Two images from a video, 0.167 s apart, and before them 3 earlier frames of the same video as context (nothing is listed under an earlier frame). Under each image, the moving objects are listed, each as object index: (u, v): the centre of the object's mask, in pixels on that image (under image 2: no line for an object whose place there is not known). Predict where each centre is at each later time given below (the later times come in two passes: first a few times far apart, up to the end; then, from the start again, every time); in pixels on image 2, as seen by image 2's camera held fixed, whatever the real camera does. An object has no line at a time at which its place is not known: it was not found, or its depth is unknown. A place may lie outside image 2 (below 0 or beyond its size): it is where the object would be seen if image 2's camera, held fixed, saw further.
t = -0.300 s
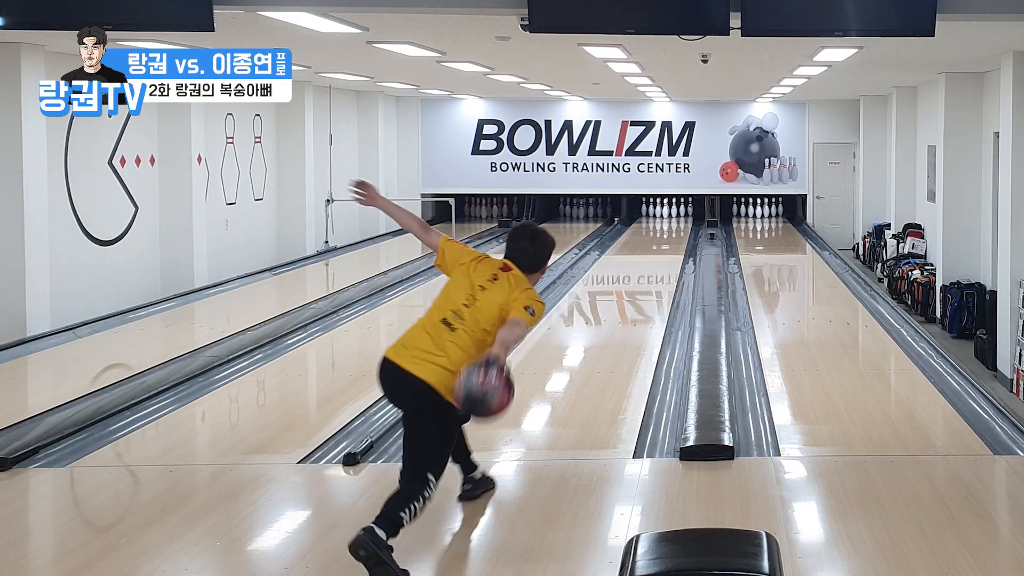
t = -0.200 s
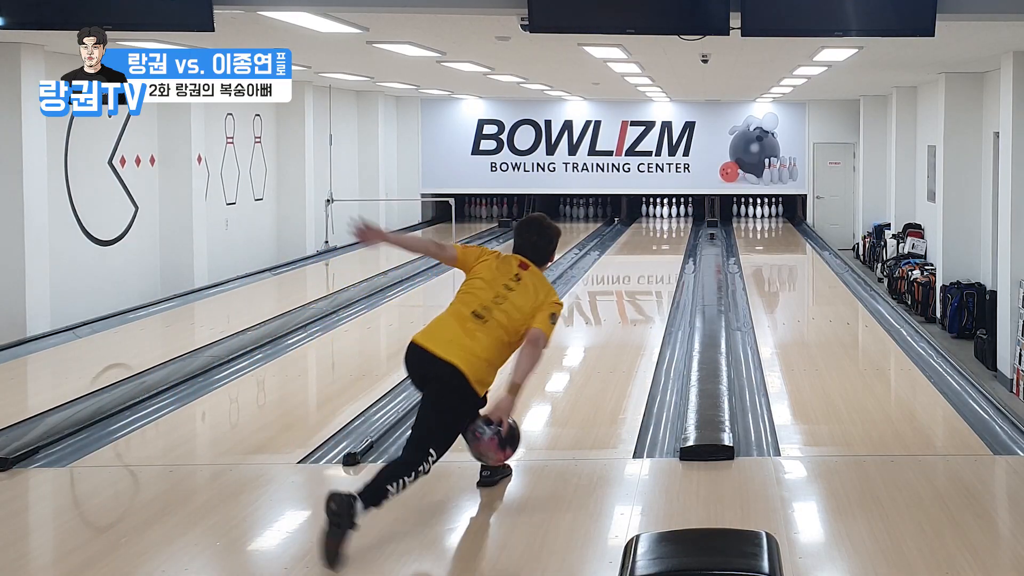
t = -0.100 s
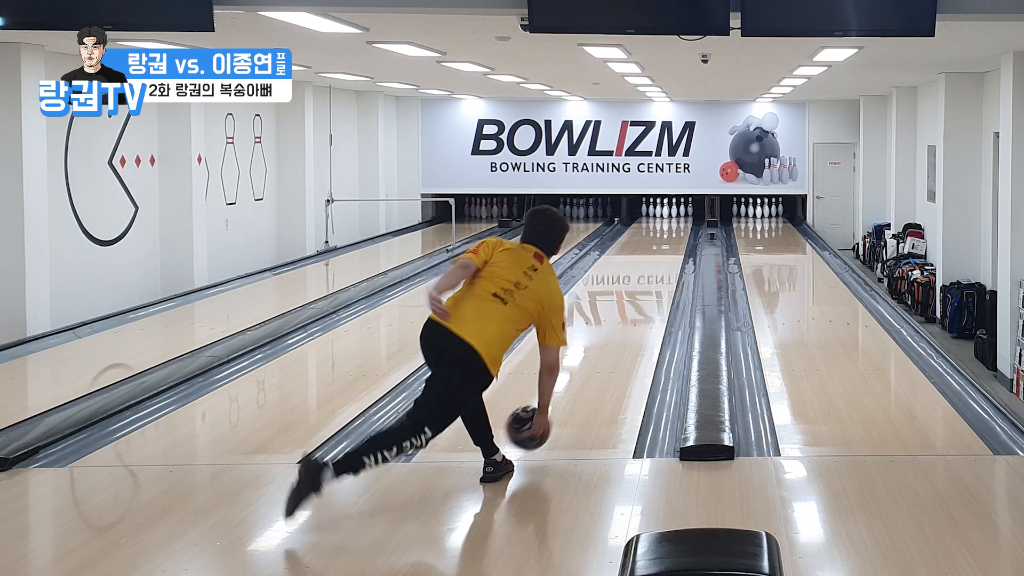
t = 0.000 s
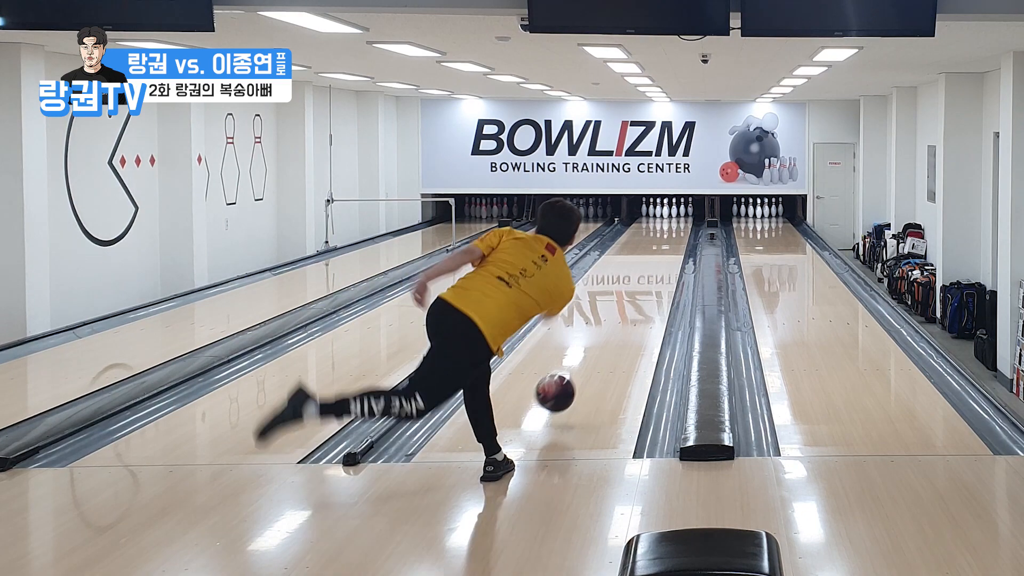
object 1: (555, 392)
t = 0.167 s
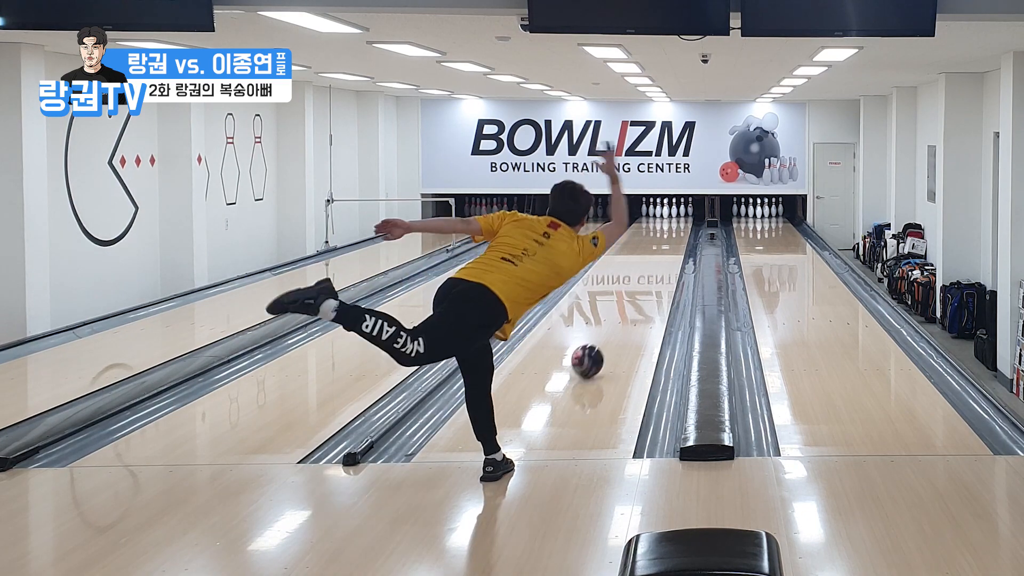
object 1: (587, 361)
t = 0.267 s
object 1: (602, 341)
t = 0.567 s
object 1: (631, 297)
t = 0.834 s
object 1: (648, 272)
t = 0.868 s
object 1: (653, 269)
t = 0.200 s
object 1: (593, 354)
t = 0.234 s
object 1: (597, 347)
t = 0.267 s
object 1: (602, 341)
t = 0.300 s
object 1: (606, 335)
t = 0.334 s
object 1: (609, 329)
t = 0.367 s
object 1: (613, 324)
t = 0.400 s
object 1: (616, 319)
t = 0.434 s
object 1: (616, 317)
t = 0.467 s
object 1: (626, 309)
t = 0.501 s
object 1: (626, 305)
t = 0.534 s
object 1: (628, 301)
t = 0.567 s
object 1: (631, 297)
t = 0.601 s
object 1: (634, 294)
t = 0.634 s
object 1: (636, 290)
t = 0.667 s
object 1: (638, 287)
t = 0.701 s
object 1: (640, 283)
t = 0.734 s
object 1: (642, 280)
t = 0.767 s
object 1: (644, 277)
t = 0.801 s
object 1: (646, 275)
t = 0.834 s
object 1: (648, 272)
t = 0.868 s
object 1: (653, 269)
